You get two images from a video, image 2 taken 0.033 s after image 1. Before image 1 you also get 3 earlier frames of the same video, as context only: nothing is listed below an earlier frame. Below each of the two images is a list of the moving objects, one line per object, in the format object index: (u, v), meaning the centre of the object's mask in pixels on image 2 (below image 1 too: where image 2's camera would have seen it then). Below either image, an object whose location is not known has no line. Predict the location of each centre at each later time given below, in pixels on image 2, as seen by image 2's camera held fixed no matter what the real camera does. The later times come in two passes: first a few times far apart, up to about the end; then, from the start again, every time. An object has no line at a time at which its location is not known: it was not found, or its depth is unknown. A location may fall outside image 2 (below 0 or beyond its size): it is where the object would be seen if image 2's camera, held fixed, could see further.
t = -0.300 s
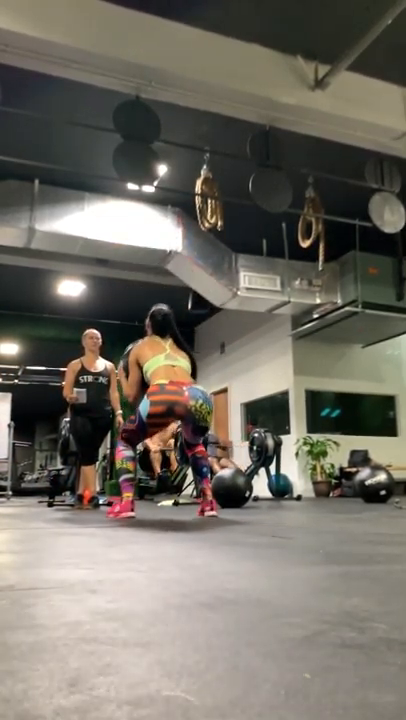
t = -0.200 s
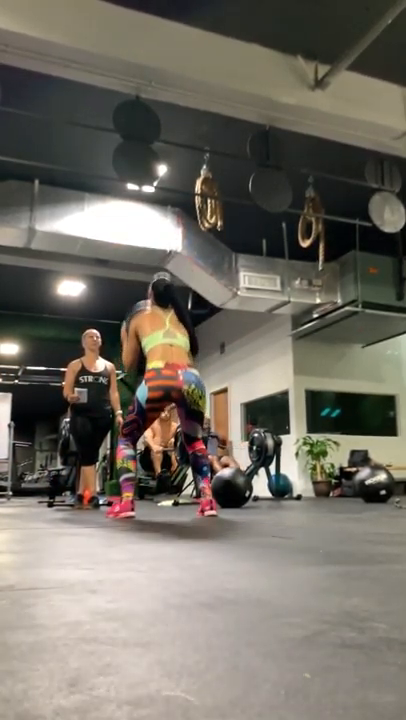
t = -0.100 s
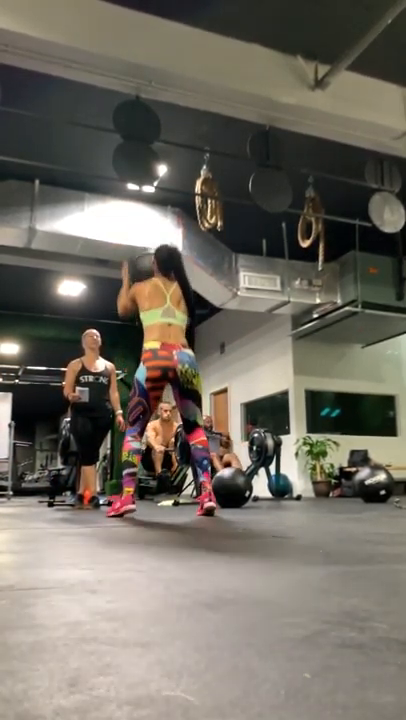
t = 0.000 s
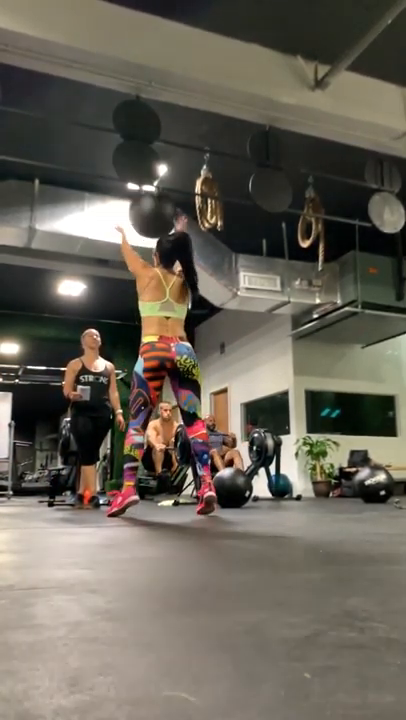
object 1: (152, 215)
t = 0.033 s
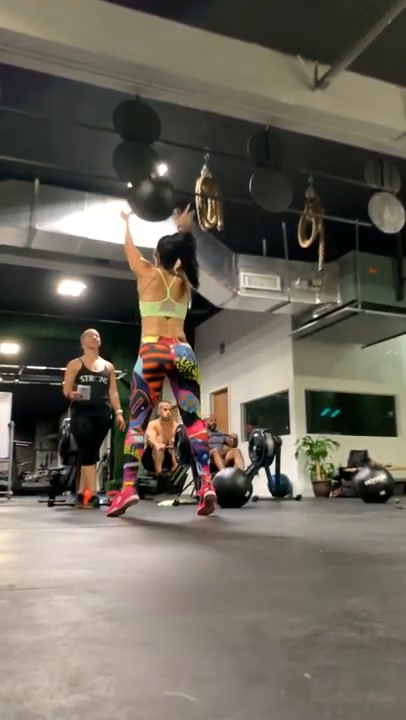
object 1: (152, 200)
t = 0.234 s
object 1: (149, 130)
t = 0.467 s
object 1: (149, 126)
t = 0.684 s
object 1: (153, 166)
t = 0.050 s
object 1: (154, 192)
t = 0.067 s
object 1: (155, 184)
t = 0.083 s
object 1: (153, 176)
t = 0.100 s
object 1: (153, 171)
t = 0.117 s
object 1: (153, 166)
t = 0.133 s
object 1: (151, 160)
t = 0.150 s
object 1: (150, 155)
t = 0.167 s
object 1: (151, 149)
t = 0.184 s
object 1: (151, 144)
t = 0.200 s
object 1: (151, 141)
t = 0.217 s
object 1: (151, 138)
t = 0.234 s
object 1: (149, 130)
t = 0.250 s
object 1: (149, 129)
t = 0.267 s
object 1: (148, 130)
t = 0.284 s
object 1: (148, 129)
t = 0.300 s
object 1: (148, 127)
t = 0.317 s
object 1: (147, 126)
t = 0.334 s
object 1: (147, 125)
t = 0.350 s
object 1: (147, 125)
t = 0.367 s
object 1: (147, 125)
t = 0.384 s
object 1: (147, 125)
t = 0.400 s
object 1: (147, 125)
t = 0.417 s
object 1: (148, 125)
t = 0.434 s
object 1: (148, 125)
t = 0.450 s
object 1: (148, 125)
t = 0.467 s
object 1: (149, 126)
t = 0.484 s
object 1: (150, 127)
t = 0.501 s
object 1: (150, 129)
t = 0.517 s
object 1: (152, 130)
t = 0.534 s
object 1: (152, 131)
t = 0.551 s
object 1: (152, 134)
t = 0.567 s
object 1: (155, 134)
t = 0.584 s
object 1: (156, 137)
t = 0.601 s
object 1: (154, 141)
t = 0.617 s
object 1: (155, 146)
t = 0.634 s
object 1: (153, 151)
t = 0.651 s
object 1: (153, 156)
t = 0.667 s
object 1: (152, 161)
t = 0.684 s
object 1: (153, 166)
